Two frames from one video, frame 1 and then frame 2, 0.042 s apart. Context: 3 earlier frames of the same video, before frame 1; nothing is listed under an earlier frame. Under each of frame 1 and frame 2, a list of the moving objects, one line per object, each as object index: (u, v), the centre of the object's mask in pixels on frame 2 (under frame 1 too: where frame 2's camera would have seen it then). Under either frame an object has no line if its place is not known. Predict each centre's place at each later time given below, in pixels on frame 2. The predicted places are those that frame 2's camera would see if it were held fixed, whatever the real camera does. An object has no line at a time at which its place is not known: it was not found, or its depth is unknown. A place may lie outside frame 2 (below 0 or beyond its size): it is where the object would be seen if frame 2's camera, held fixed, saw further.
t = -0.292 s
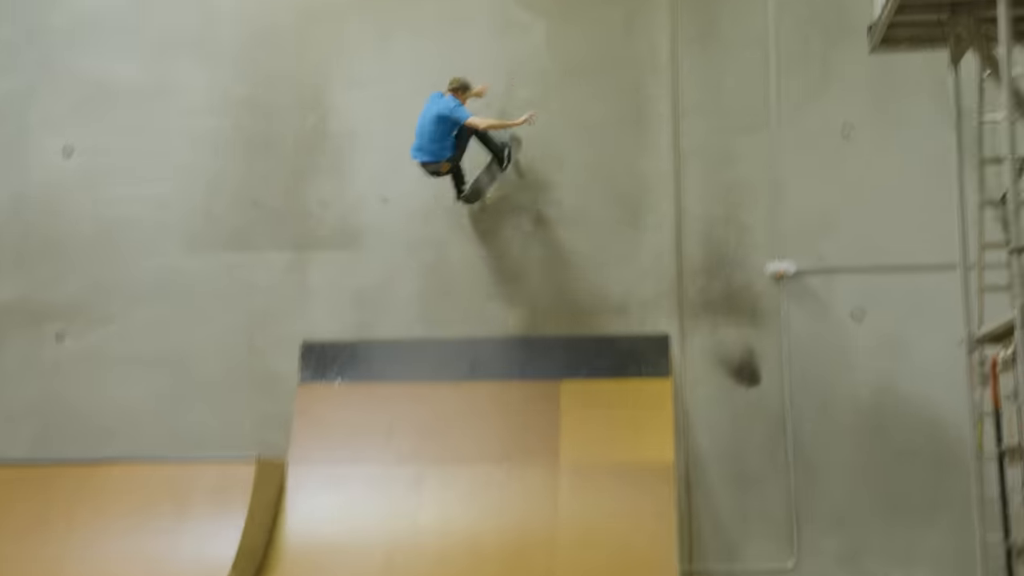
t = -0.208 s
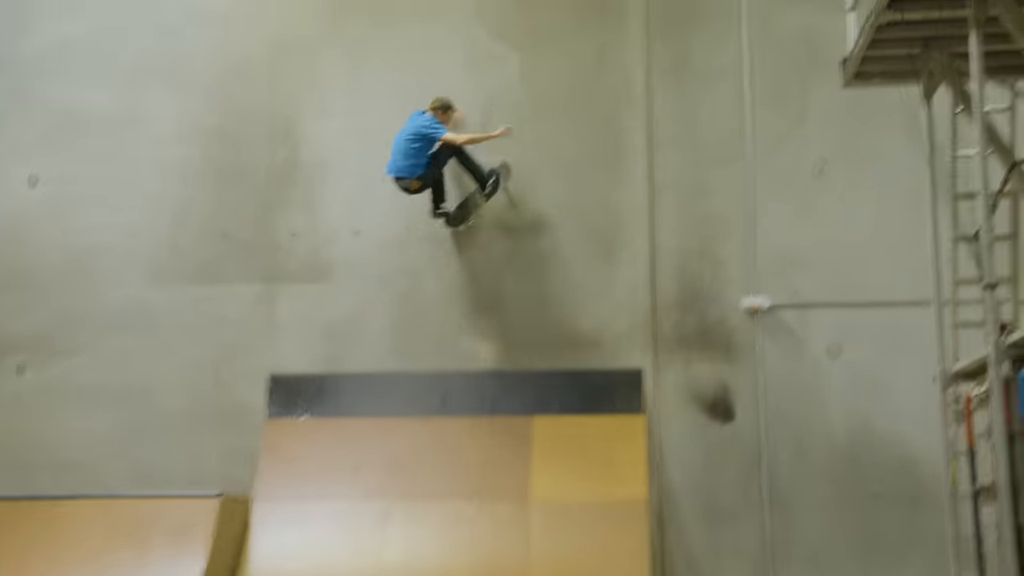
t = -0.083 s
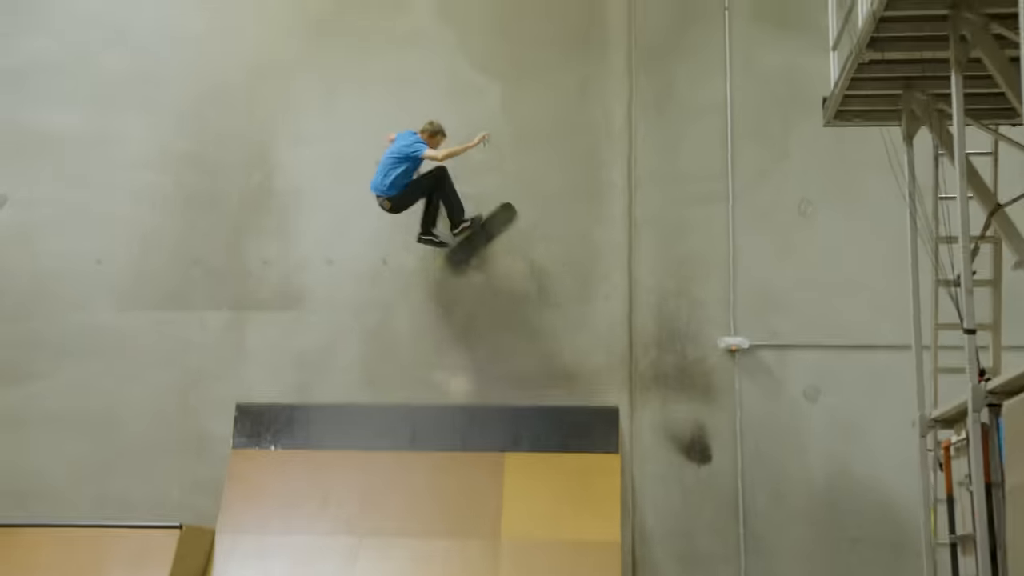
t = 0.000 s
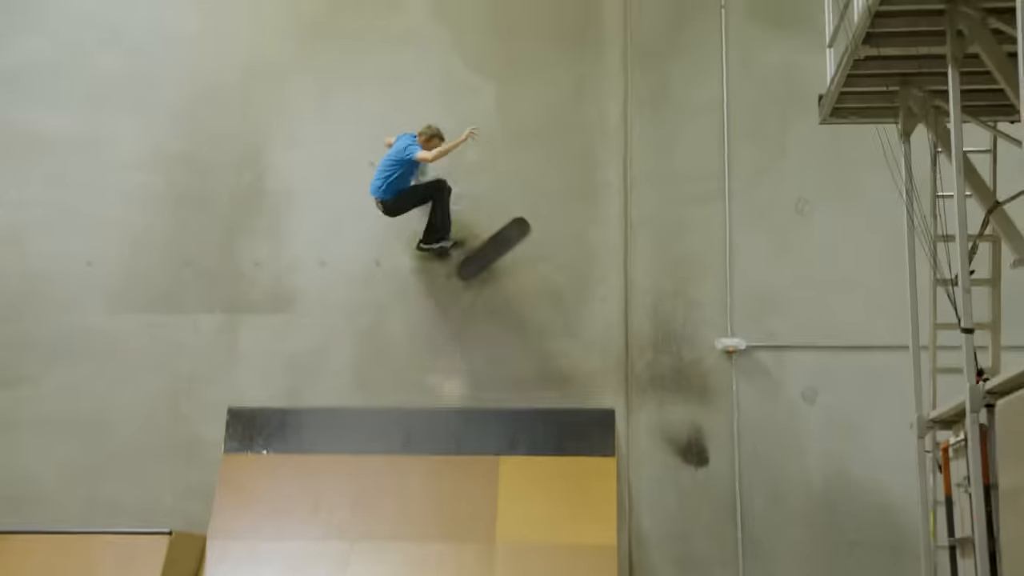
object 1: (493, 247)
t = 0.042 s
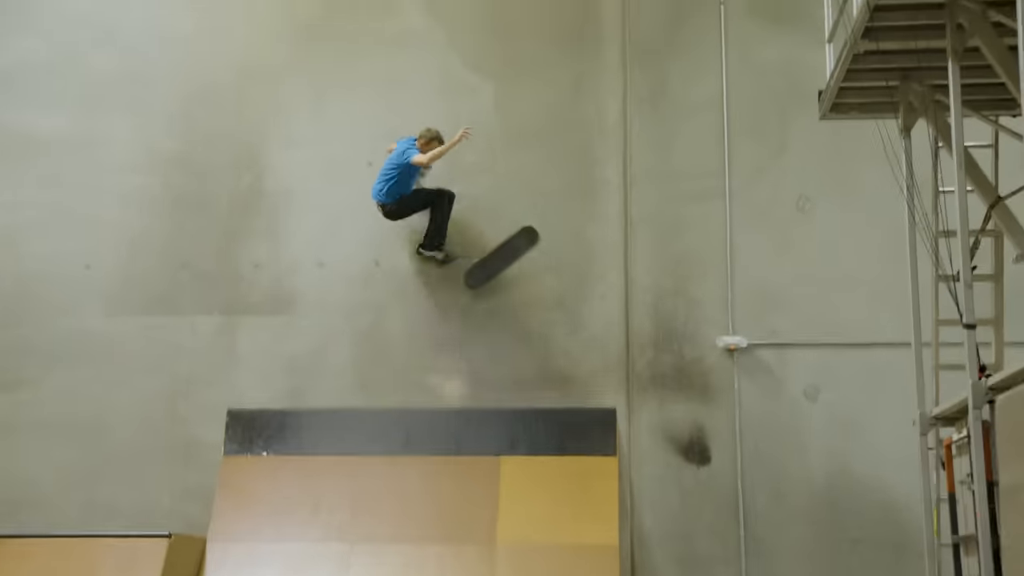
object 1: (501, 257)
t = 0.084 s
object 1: (510, 268)
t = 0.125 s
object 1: (519, 281)
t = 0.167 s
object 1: (528, 298)
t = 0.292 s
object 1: (555, 355)
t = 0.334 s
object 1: (564, 378)
